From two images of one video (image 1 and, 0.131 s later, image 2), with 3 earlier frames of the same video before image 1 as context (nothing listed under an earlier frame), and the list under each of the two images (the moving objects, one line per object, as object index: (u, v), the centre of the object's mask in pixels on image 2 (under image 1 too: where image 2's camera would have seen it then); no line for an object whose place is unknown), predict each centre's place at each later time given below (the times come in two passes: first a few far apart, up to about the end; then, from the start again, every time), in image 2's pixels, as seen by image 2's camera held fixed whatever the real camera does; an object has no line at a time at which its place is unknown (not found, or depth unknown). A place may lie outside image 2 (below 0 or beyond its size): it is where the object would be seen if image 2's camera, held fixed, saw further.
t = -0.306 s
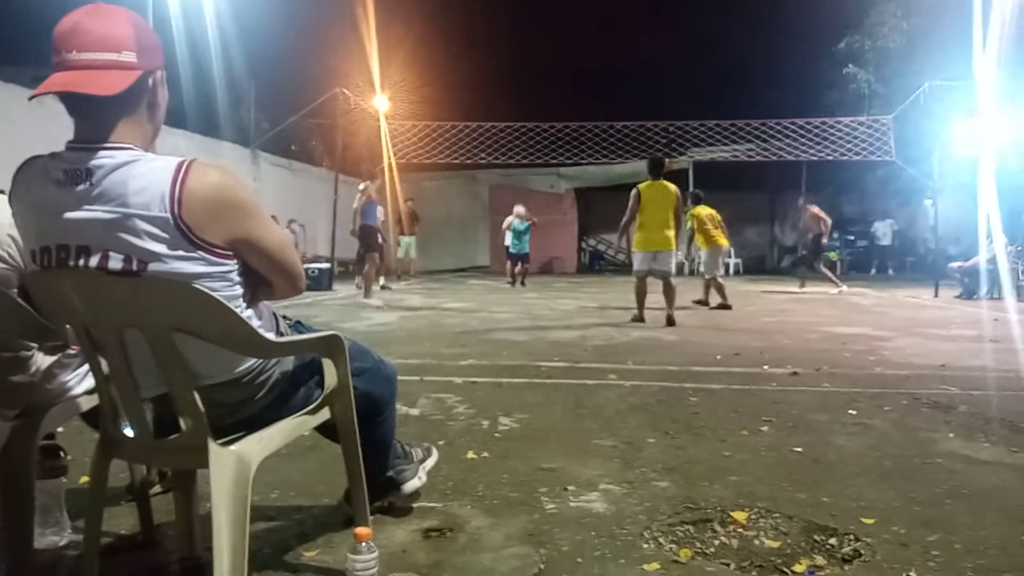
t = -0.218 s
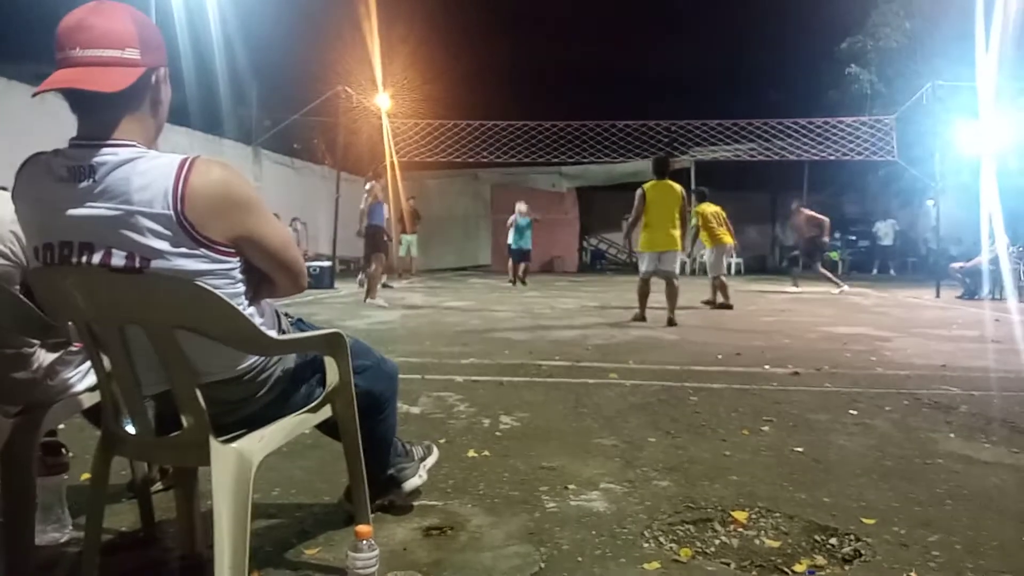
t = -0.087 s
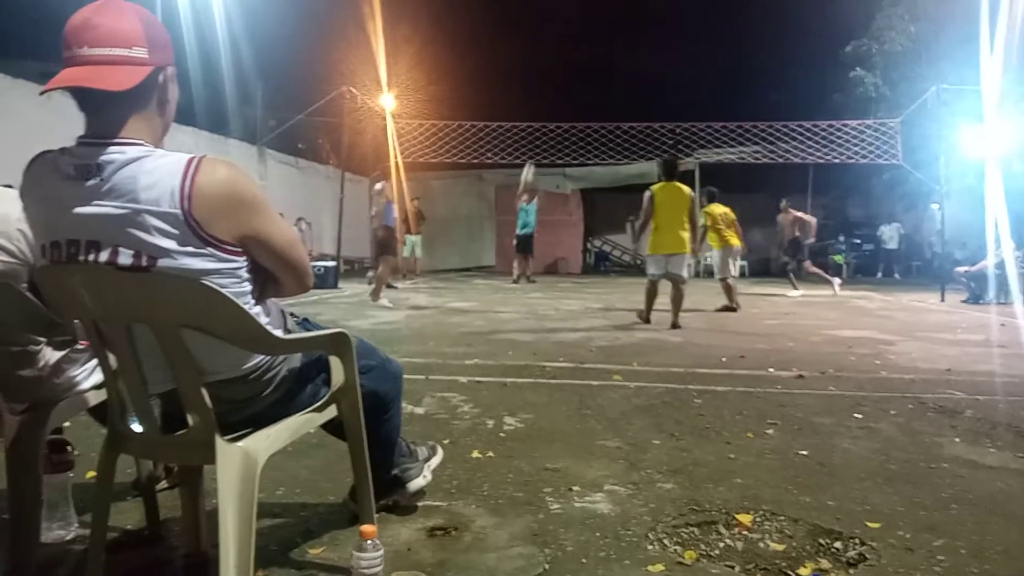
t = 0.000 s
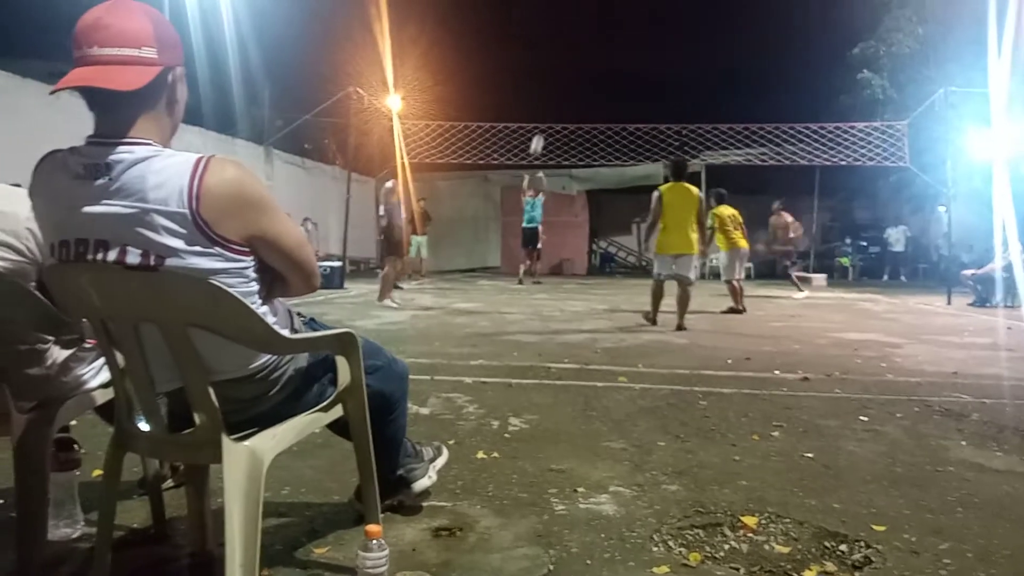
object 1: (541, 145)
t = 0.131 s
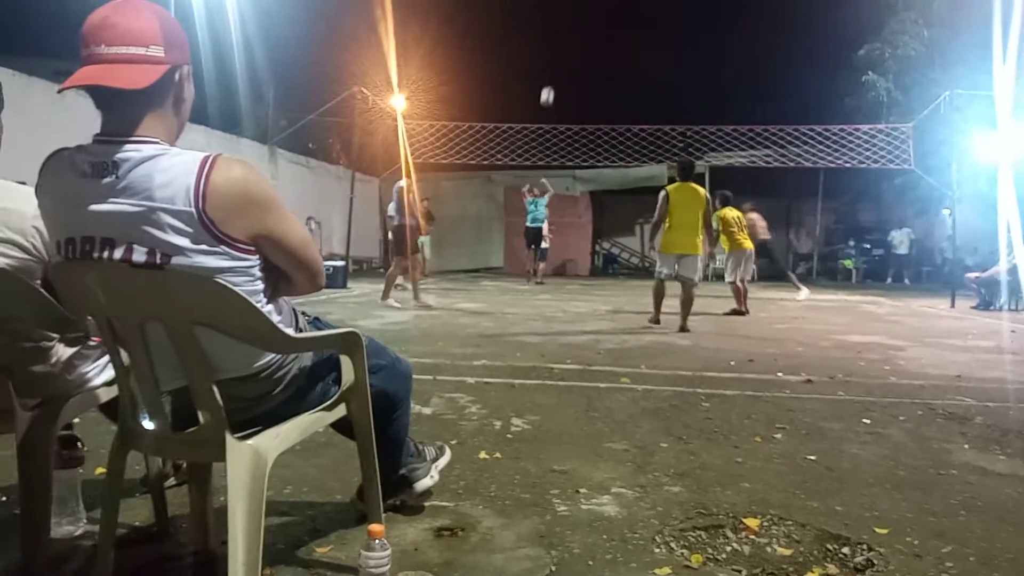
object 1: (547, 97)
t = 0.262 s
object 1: (552, 68)
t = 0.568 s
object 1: (560, 36)
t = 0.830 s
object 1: (568, 44)
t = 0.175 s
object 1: (548, 86)
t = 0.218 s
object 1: (550, 77)
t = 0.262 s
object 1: (552, 68)
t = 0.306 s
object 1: (553, 61)
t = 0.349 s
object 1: (553, 55)
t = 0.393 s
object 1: (554, 49)
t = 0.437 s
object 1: (556, 44)
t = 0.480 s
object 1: (558, 40)
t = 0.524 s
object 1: (559, 37)
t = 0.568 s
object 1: (560, 36)
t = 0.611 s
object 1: (561, 35)
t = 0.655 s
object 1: (562, 35)
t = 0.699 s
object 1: (563, 36)
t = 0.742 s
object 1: (565, 38)
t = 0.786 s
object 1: (567, 40)
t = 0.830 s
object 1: (568, 44)
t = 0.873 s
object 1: (569, 50)
